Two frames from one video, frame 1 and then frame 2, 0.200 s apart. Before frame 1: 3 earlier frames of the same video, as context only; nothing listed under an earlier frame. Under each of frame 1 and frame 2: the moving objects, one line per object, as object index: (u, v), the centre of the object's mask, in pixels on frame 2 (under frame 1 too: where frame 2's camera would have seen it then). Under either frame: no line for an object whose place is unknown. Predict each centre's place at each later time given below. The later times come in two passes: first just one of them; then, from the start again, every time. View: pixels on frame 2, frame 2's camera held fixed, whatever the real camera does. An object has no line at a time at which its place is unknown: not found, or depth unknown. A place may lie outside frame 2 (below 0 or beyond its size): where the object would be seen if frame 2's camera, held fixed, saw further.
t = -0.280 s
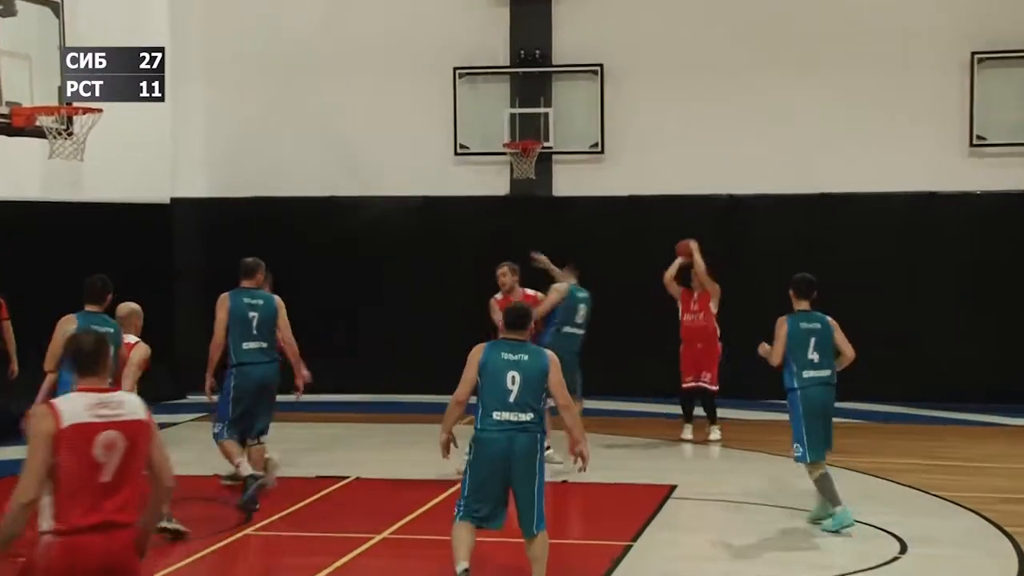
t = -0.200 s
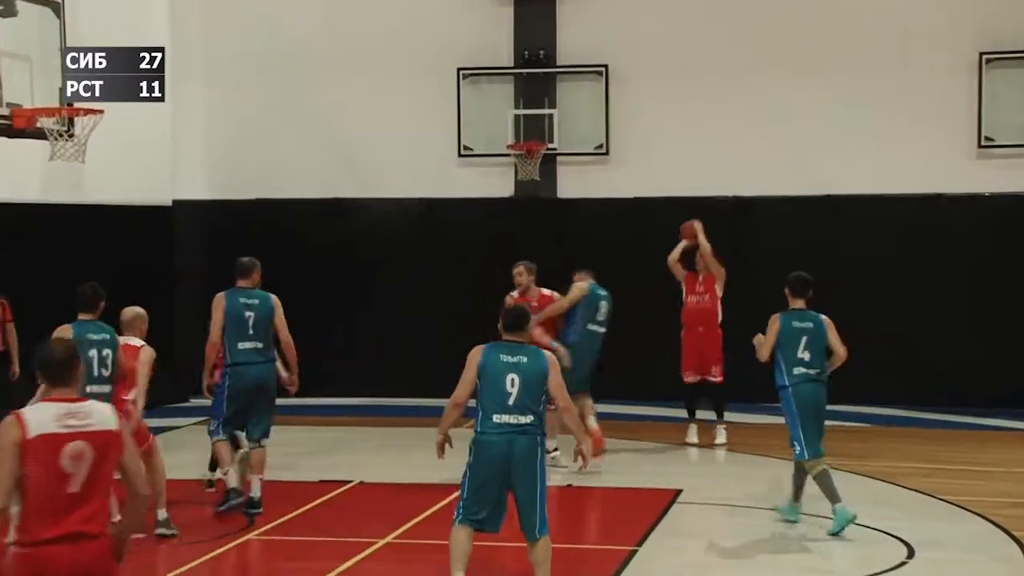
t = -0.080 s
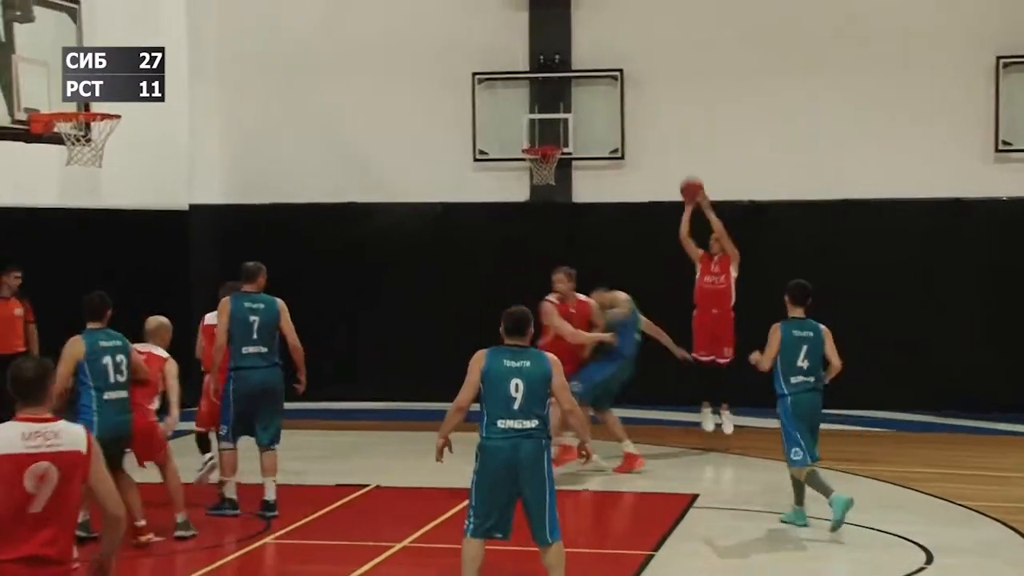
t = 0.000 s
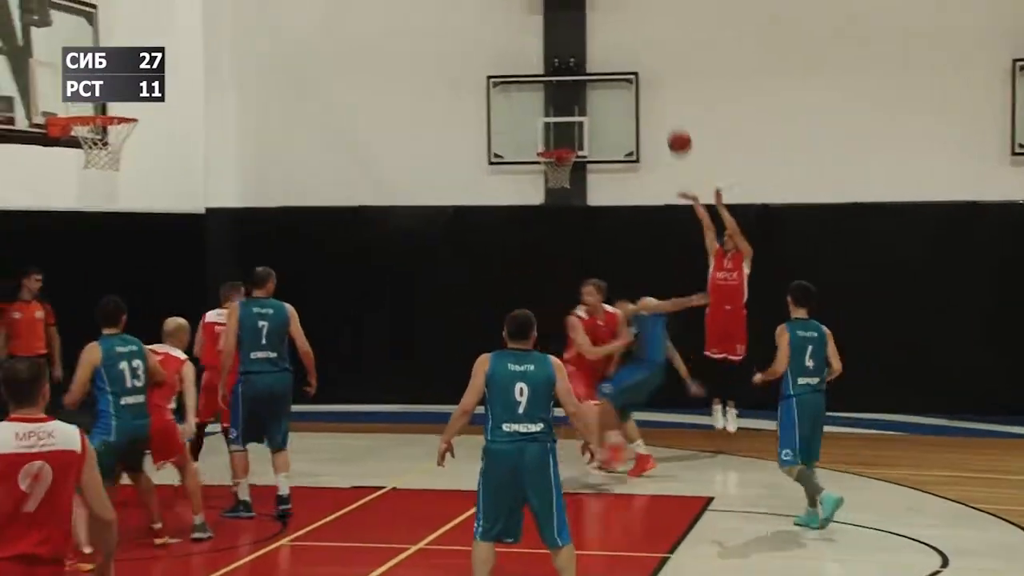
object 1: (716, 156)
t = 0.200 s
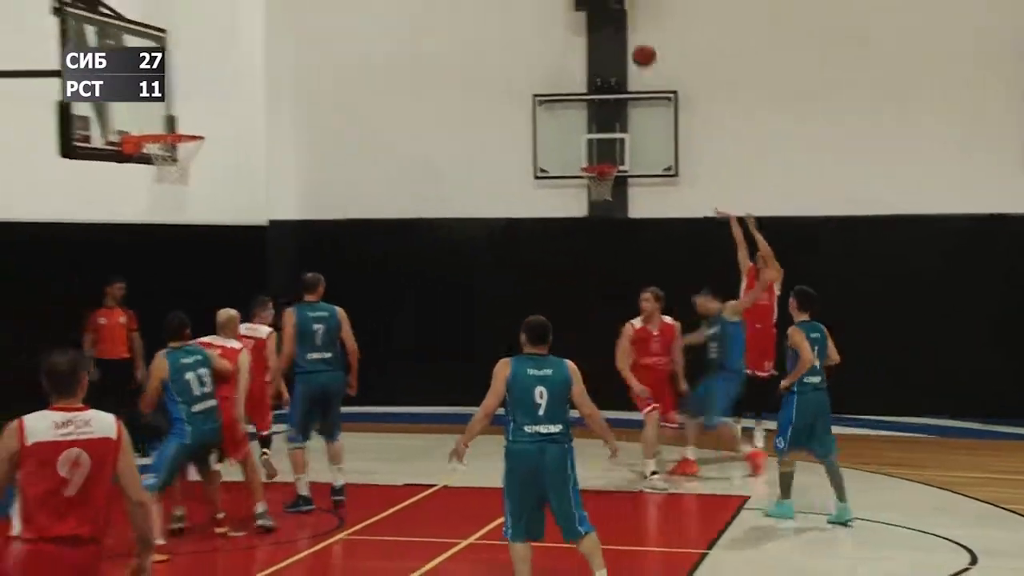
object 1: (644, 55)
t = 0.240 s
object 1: (629, 39)
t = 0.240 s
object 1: (629, 39)
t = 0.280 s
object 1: (614, 24)
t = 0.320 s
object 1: (599, 11)
